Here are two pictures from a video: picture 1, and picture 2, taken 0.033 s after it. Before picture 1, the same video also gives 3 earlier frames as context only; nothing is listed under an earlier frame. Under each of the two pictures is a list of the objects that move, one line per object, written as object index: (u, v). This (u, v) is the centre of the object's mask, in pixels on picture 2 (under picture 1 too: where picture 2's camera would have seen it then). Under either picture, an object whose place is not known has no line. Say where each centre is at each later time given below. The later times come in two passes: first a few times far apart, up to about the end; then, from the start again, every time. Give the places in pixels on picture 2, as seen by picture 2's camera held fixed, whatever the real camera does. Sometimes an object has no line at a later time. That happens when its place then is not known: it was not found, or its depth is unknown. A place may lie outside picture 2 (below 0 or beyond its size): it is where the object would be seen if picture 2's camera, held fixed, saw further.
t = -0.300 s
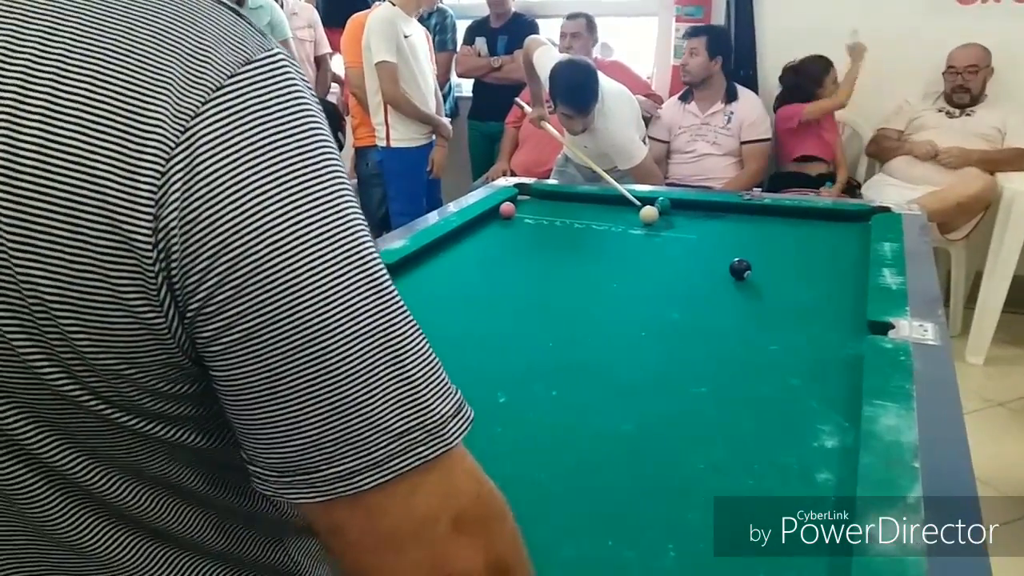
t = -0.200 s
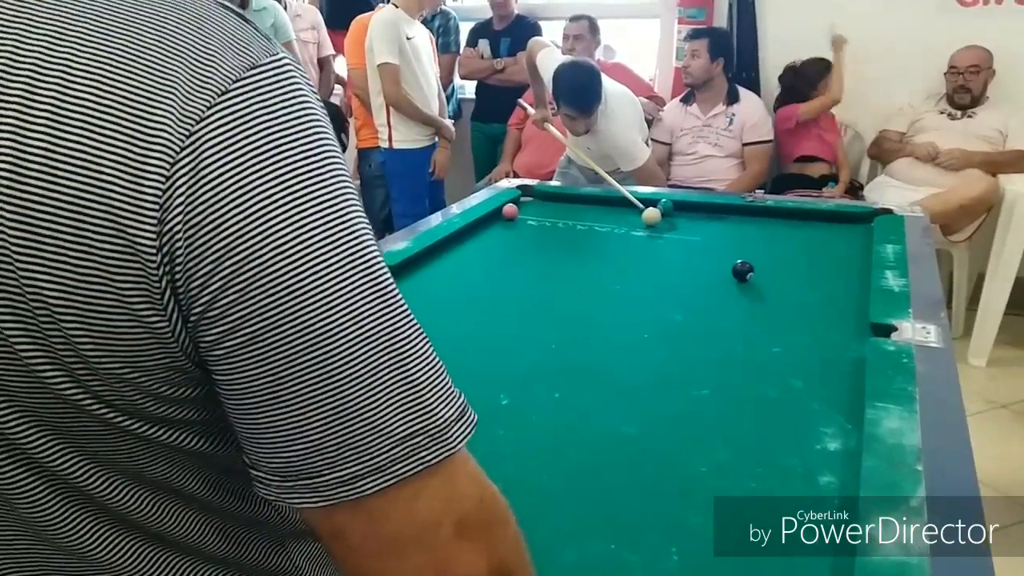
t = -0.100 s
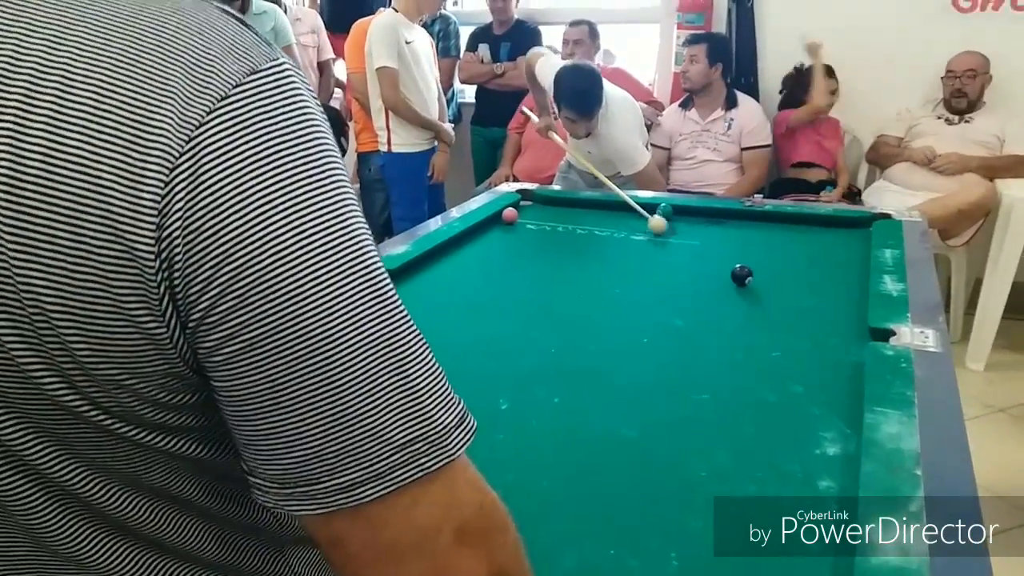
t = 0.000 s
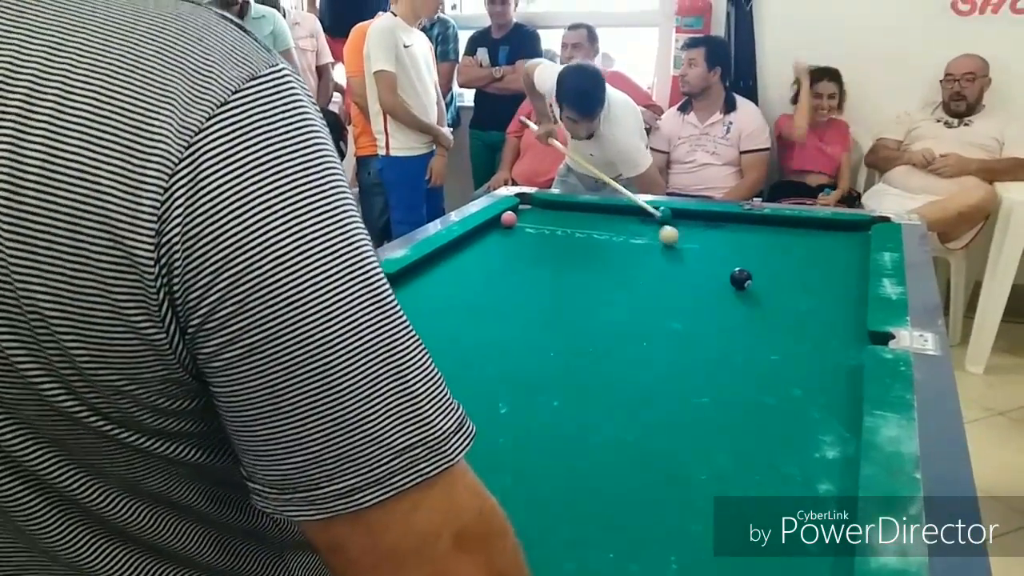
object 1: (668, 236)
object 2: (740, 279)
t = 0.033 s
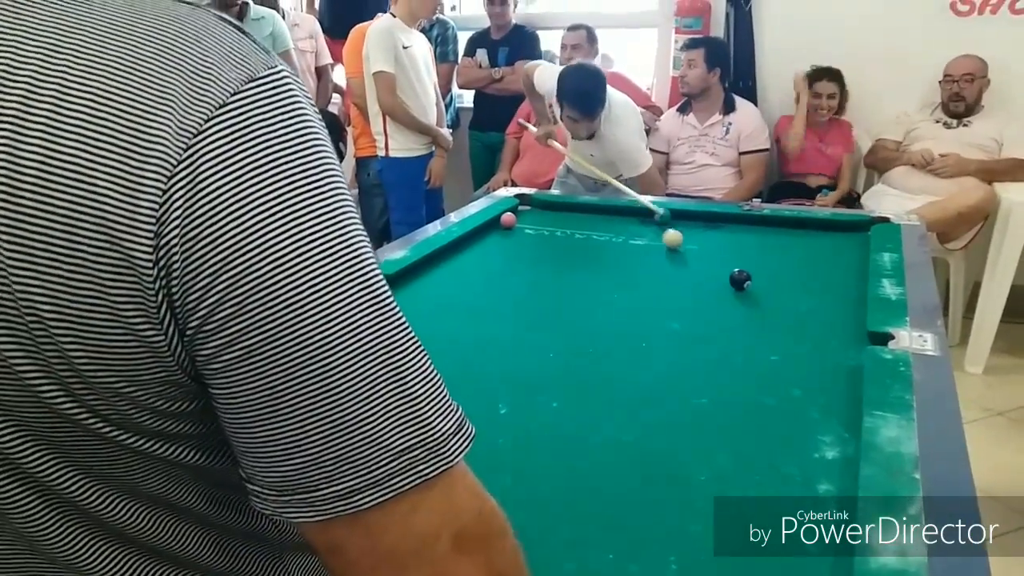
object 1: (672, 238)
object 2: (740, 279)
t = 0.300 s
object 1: (709, 261)
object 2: (741, 279)
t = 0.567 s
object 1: (730, 276)
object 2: (764, 291)
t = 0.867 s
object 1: (740, 286)
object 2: (811, 313)
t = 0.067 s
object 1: (677, 241)
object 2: (740, 279)
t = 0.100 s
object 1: (681, 244)
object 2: (740, 279)
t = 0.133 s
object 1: (686, 247)
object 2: (740, 279)
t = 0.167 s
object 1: (690, 250)
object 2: (740, 279)
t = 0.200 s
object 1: (695, 252)
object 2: (741, 280)
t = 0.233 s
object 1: (700, 255)
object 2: (741, 279)
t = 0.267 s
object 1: (705, 258)
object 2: (741, 280)
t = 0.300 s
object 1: (709, 261)
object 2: (741, 279)
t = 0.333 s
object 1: (714, 263)
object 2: (740, 279)
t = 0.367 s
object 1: (718, 266)
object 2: (740, 279)
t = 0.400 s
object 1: (723, 269)
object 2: (740, 279)
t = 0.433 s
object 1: (726, 271)
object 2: (743, 281)
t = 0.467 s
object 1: (727, 272)
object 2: (749, 283)
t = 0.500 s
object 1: (728, 274)
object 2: (755, 286)
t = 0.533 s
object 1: (729, 275)
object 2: (759, 288)
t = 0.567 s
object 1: (730, 276)
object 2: (764, 291)
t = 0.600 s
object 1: (731, 277)
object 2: (770, 293)
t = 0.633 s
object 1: (732, 278)
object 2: (775, 296)
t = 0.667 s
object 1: (734, 280)
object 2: (780, 298)
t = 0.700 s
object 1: (735, 281)
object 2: (786, 301)
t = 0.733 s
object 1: (736, 282)
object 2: (790, 303)
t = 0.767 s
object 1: (737, 283)
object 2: (796, 306)
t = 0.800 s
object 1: (738, 284)
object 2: (801, 308)
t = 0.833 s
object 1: (739, 285)
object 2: (806, 310)
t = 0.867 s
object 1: (740, 286)
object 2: (811, 313)
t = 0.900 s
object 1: (741, 287)
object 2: (816, 315)
